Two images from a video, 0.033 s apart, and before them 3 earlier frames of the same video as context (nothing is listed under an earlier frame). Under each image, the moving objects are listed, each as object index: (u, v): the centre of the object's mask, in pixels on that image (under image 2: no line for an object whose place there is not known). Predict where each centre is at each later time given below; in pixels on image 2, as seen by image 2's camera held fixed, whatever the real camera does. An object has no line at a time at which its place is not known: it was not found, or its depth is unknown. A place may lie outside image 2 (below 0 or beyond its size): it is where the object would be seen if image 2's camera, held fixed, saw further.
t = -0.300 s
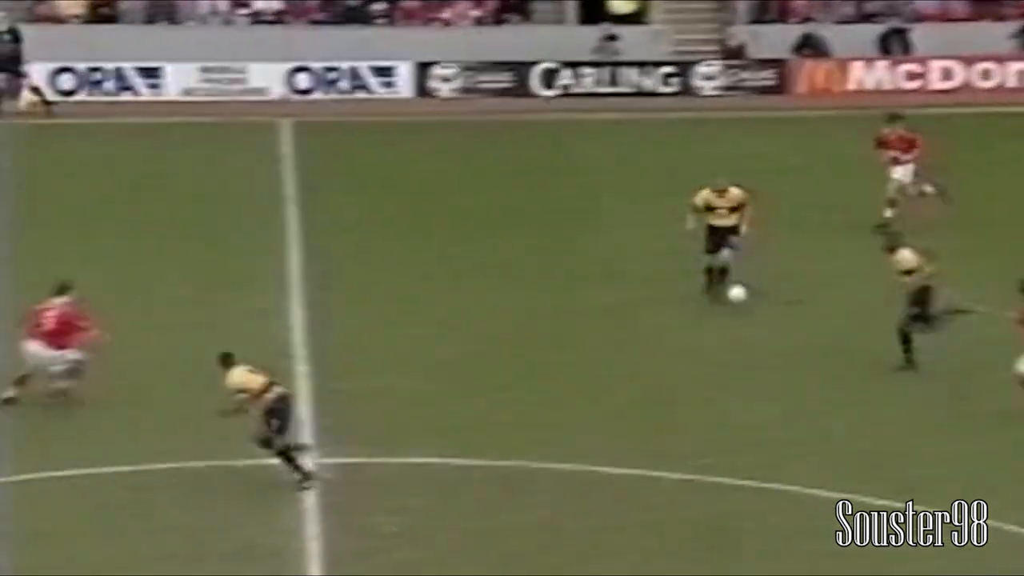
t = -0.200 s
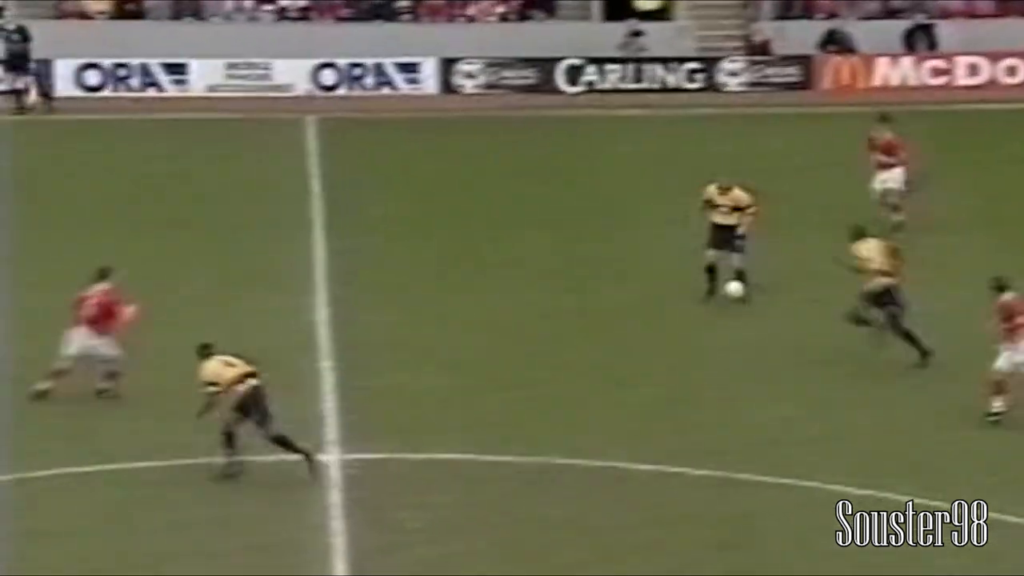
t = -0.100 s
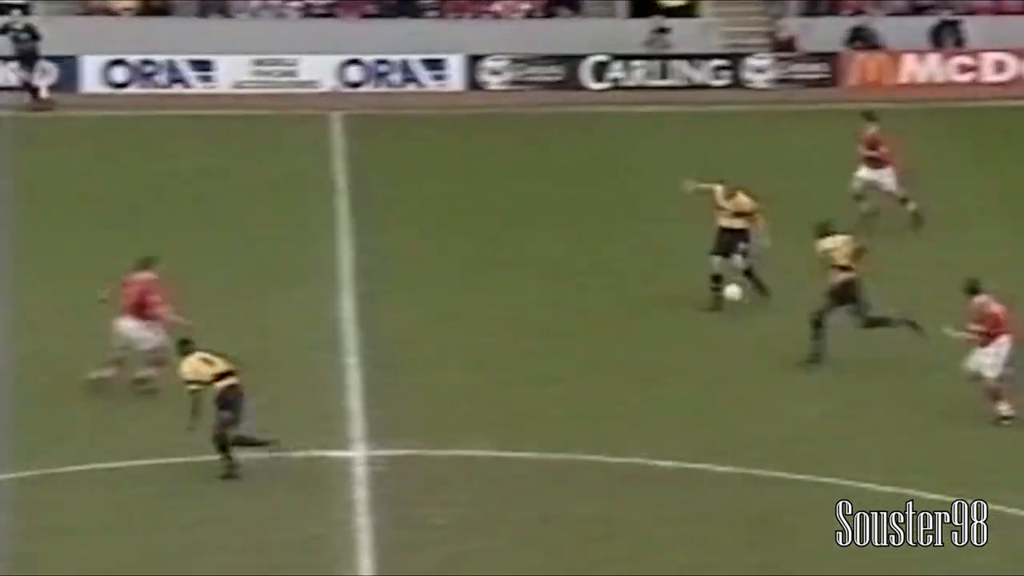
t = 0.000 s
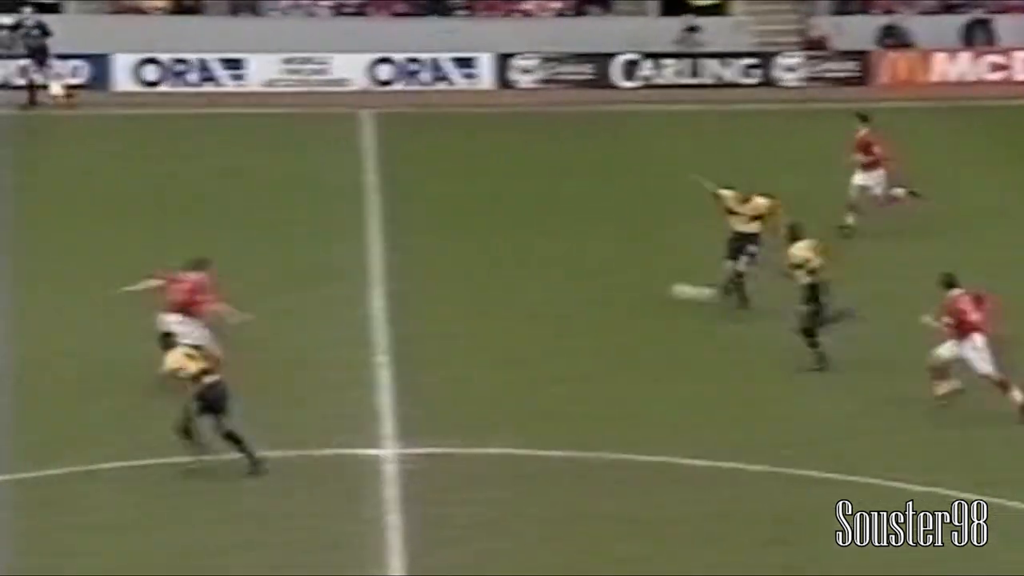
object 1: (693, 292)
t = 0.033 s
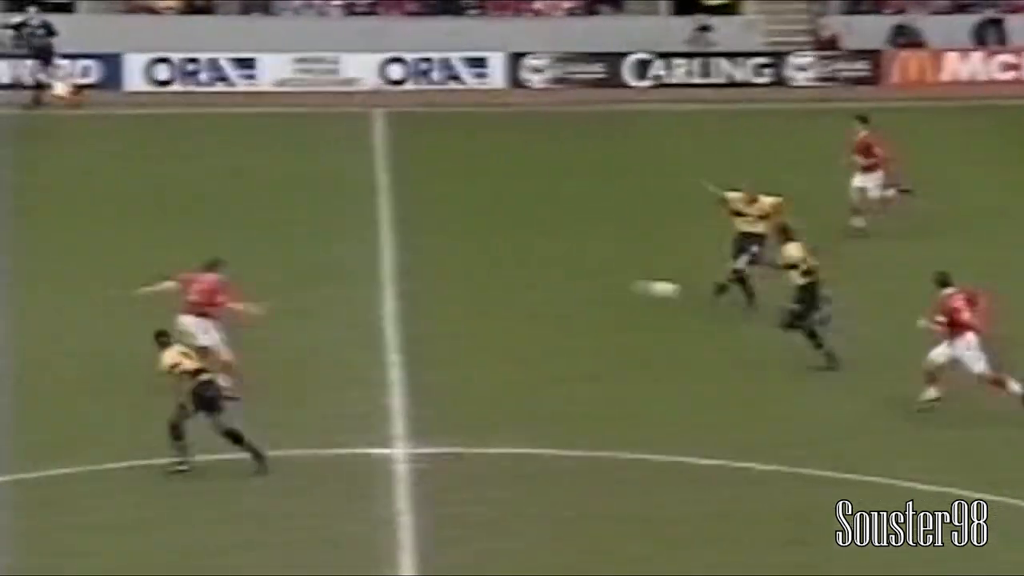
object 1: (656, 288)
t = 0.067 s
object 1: (617, 286)
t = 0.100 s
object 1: (577, 285)
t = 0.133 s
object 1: (529, 285)
